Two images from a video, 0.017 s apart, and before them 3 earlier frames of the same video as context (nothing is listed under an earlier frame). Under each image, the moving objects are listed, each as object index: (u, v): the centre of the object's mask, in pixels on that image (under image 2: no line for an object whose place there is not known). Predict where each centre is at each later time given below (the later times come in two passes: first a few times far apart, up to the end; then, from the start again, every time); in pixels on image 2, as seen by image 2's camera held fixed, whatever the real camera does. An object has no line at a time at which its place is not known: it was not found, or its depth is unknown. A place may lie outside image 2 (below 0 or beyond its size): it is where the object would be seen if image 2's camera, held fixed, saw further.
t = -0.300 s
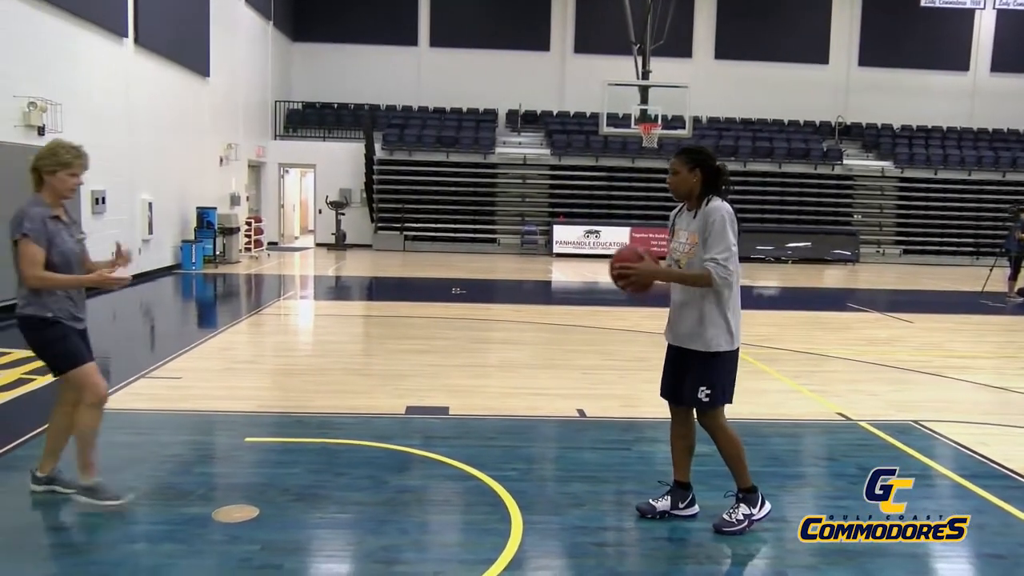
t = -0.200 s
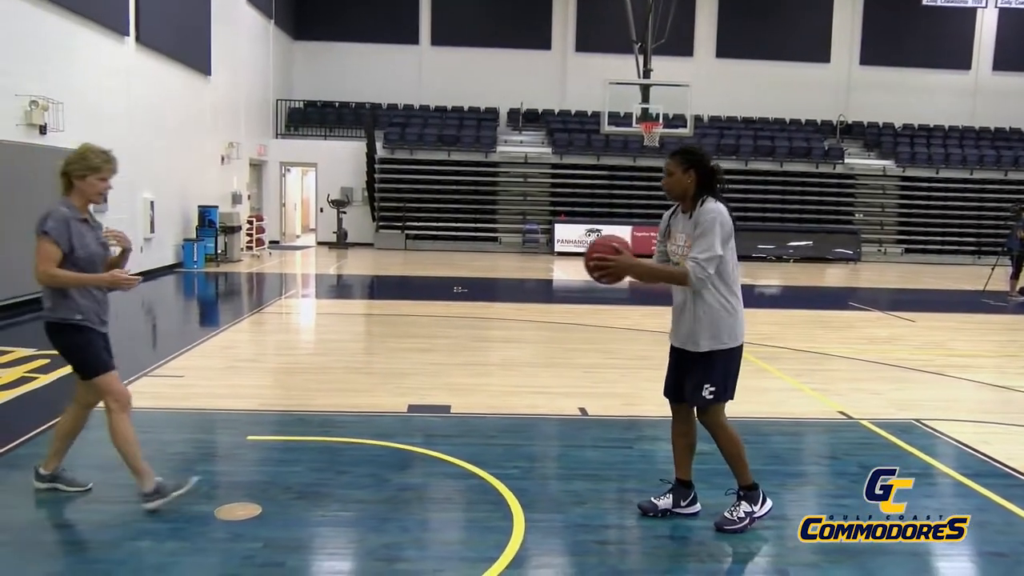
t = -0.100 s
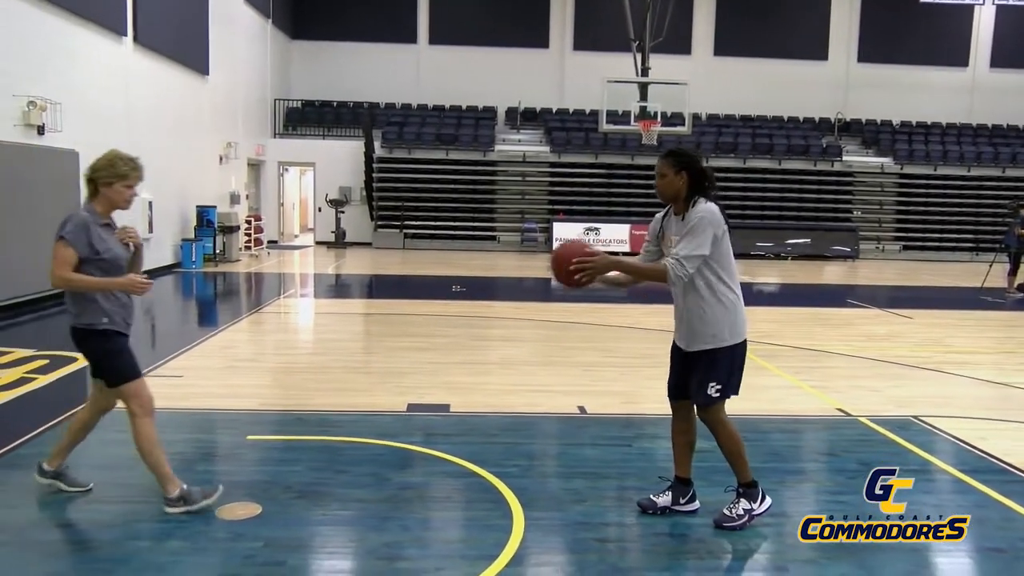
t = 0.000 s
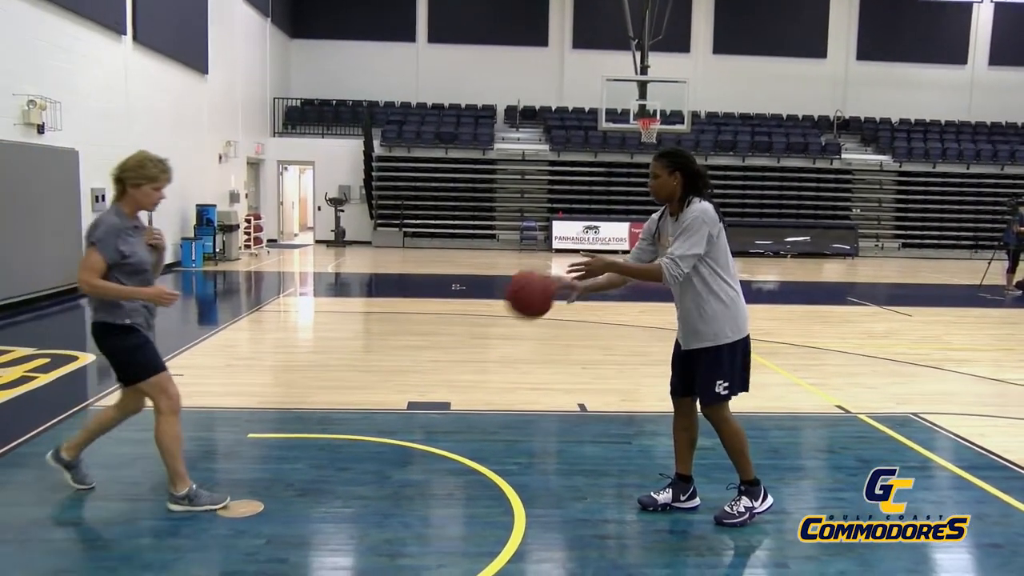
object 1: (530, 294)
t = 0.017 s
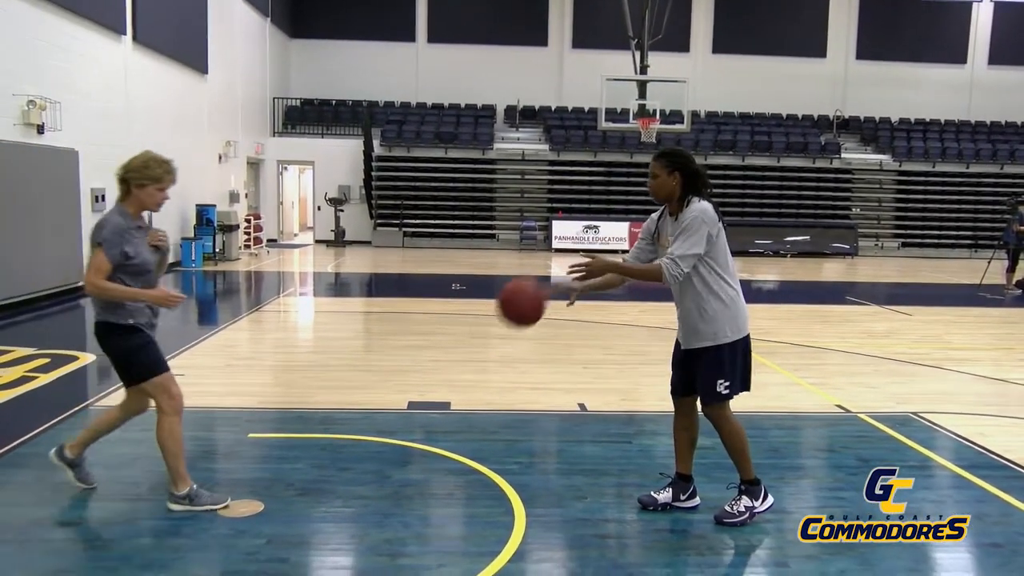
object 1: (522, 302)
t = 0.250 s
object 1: (401, 484)
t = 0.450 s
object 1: (346, 378)
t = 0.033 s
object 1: (512, 312)
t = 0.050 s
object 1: (503, 321)
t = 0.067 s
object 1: (495, 332)
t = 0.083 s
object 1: (486, 343)
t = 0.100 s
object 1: (478, 354)
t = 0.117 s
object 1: (469, 366)
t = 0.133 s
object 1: (460, 379)
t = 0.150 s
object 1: (452, 391)
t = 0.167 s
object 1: (444, 405)
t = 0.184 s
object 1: (435, 420)
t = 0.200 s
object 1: (426, 435)
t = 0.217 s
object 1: (418, 450)
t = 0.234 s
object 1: (409, 469)
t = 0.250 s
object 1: (401, 484)
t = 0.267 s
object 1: (394, 492)
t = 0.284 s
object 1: (389, 479)
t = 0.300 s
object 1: (385, 468)
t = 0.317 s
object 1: (381, 456)
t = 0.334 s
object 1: (377, 444)
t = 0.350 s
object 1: (372, 434)
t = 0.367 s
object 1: (368, 423)
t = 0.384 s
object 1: (363, 412)
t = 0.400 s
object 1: (359, 403)
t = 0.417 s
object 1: (355, 394)
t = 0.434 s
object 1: (351, 385)
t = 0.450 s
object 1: (346, 378)
